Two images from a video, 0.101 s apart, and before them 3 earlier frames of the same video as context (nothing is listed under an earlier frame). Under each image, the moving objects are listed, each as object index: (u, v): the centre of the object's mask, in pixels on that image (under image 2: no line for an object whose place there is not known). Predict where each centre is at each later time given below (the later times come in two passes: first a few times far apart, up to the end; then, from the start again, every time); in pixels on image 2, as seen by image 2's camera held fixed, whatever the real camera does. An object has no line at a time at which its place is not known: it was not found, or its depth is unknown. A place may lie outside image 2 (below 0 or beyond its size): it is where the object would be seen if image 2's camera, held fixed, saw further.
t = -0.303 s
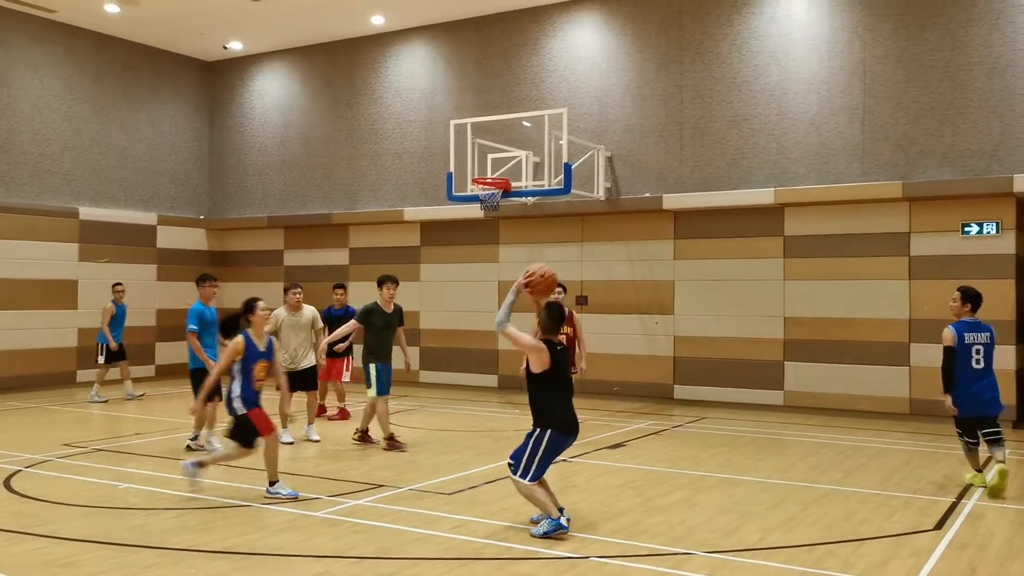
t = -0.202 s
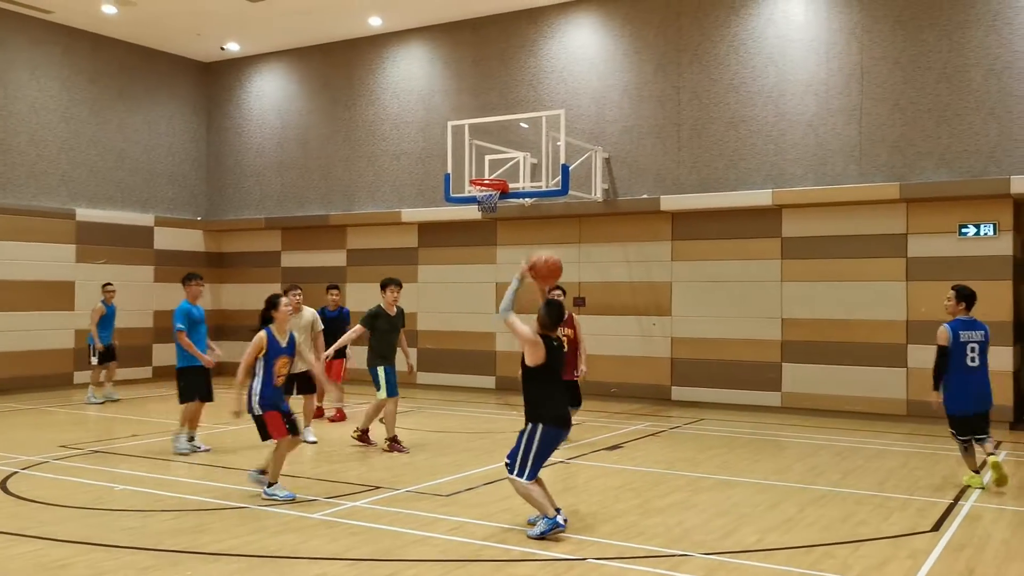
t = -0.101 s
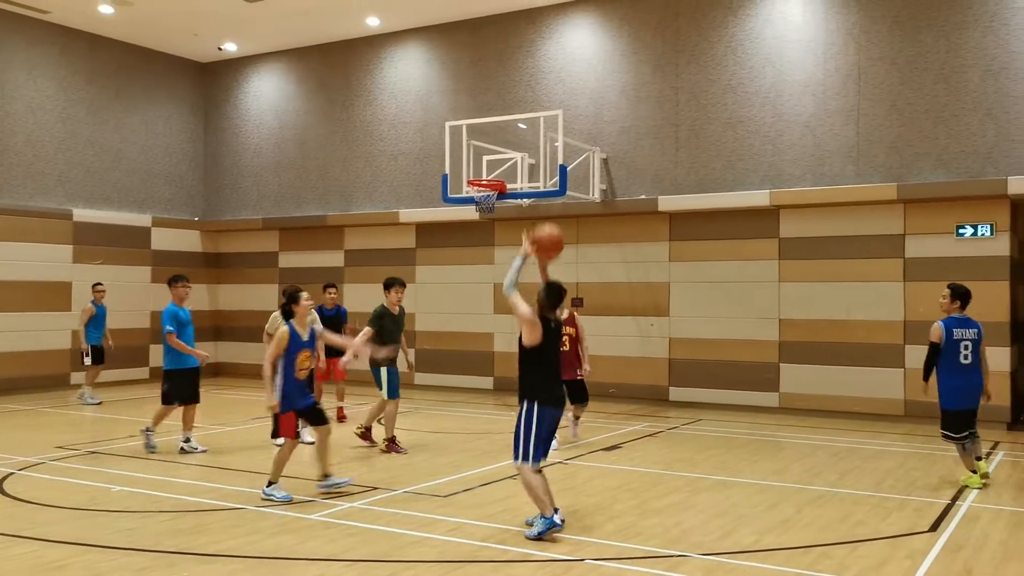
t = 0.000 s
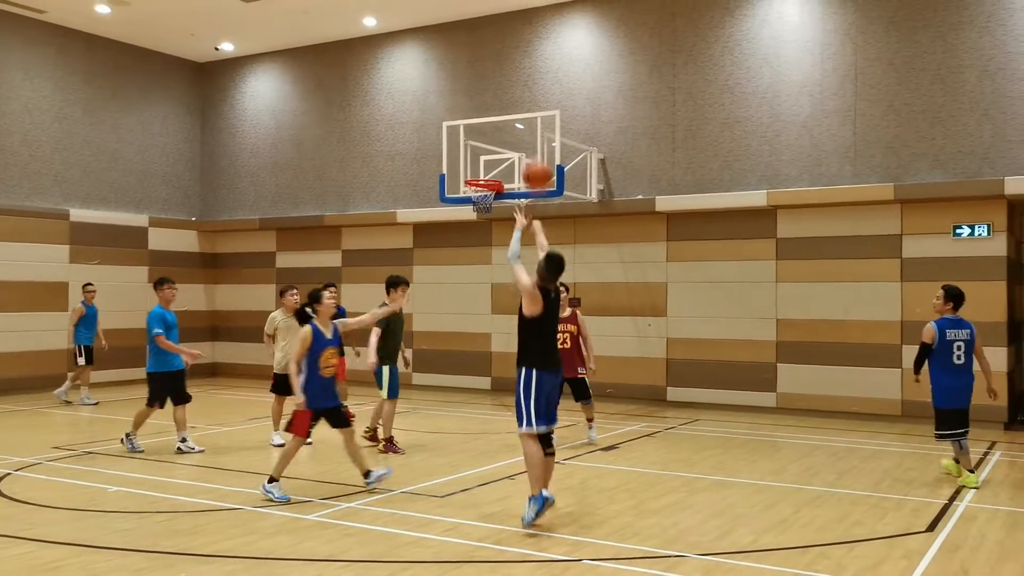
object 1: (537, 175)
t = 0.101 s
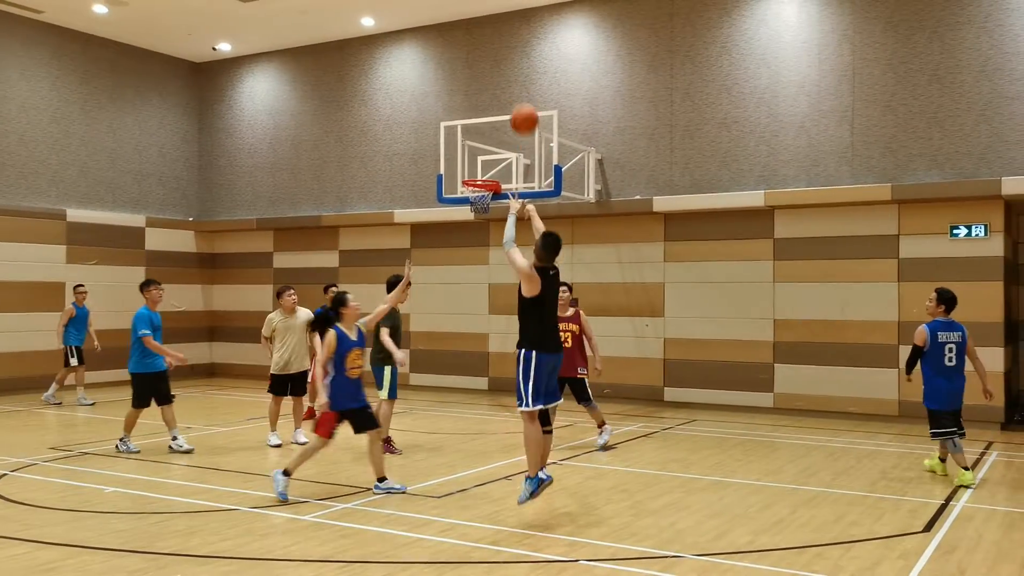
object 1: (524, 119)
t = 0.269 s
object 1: (508, 64)
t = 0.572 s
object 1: (487, 52)
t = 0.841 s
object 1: (473, 105)
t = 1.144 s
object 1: (462, 159)
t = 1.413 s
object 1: (433, 137)
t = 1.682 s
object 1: (399, 165)
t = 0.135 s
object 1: (521, 104)
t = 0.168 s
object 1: (517, 91)
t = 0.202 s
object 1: (514, 81)
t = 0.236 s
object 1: (511, 71)
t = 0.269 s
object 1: (508, 64)
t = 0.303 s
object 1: (506, 58)
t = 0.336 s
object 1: (504, 53)
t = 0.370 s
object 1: (501, 49)
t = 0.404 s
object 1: (498, 47)
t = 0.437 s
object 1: (496, 46)
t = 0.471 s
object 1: (494, 46)
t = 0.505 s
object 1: (492, 47)
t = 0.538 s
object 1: (489, 49)
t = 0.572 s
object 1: (487, 52)
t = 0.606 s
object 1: (485, 56)
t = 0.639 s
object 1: (484, 60)
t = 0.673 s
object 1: (482, 66)
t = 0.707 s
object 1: (479, 73)
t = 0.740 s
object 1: (478, 80)
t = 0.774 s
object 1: (477, 88)
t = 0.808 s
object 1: (475, 95)
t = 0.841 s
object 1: (473, 105)
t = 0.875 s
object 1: (471, 114)
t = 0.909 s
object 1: (470, 125)
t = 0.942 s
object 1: (469, 135)
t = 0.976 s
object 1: (467, 147)
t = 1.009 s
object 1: (466, 161)
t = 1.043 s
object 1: (465, 172)
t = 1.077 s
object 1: (463, 170)
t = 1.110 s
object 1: (463, 163)
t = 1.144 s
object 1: (462, 159)
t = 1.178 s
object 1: (461, 154)
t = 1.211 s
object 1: (459, 150)
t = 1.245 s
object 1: (455, 146)
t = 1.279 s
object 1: (451, 143)
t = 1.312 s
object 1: (446, 140)
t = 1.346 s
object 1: (442, 138)
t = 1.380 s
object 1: (437, 137)
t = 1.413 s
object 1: (433, 137)
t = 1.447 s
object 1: (429, 137)
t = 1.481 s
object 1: (425, 140)
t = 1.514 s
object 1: (421, 142)
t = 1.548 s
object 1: (416, 145)
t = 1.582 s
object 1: (412, 149)
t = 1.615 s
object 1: (407, 153)
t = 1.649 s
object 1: (403, 160)
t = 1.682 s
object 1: (399, 165)
